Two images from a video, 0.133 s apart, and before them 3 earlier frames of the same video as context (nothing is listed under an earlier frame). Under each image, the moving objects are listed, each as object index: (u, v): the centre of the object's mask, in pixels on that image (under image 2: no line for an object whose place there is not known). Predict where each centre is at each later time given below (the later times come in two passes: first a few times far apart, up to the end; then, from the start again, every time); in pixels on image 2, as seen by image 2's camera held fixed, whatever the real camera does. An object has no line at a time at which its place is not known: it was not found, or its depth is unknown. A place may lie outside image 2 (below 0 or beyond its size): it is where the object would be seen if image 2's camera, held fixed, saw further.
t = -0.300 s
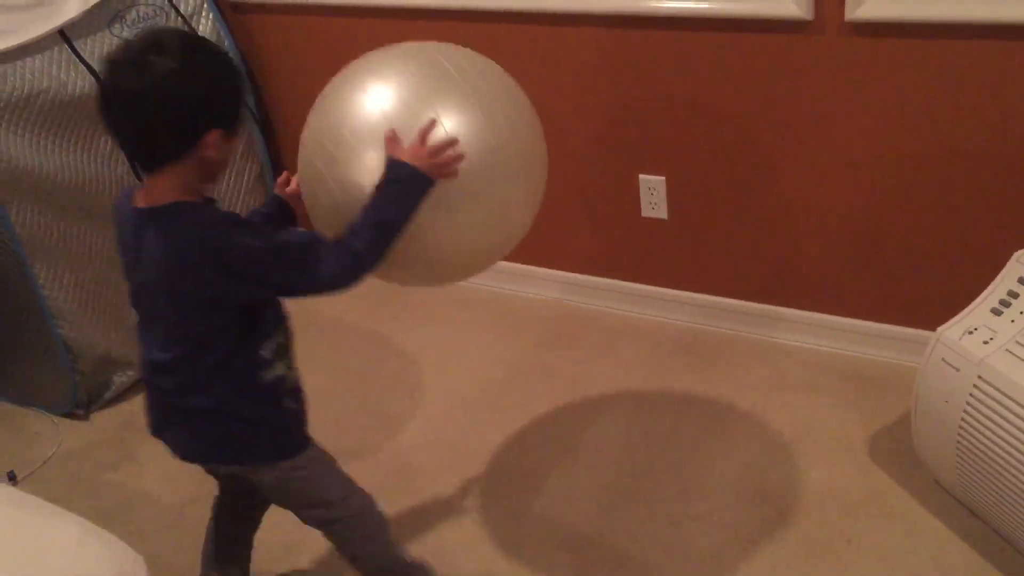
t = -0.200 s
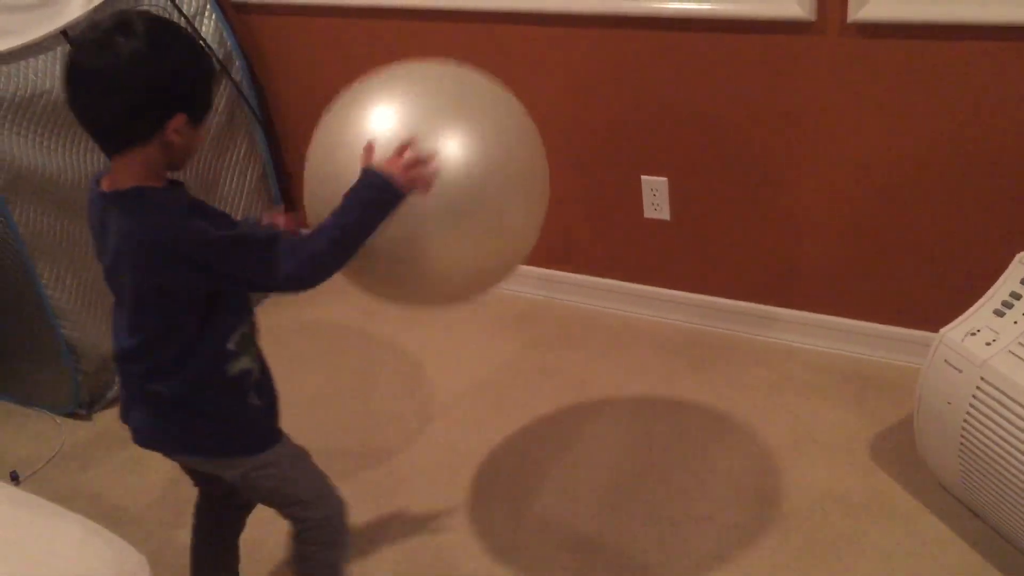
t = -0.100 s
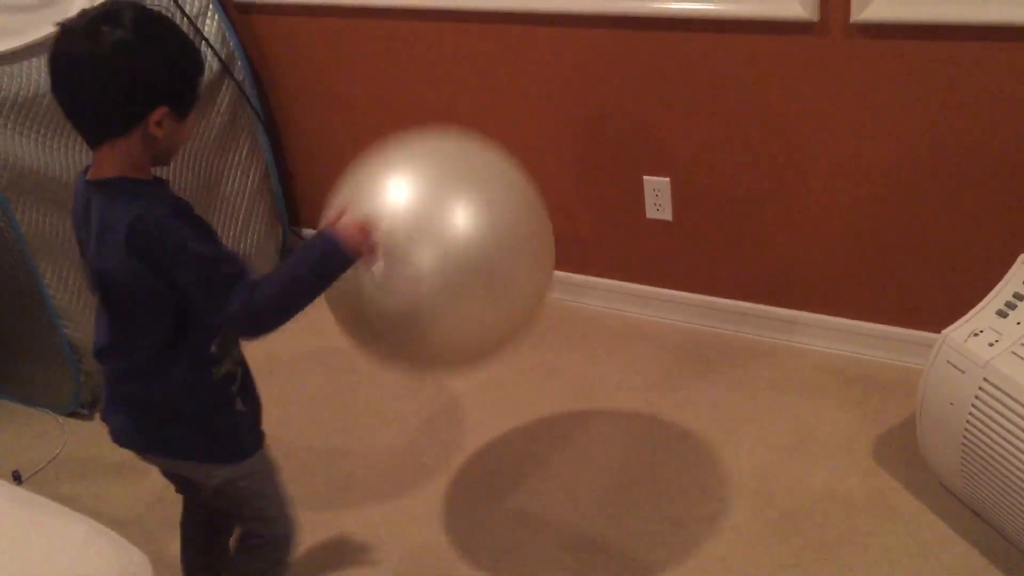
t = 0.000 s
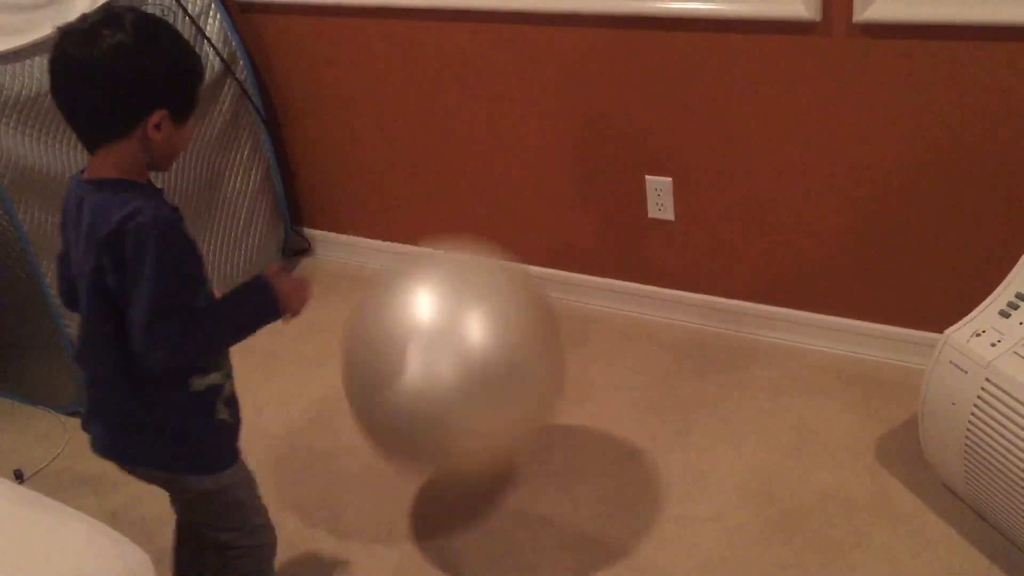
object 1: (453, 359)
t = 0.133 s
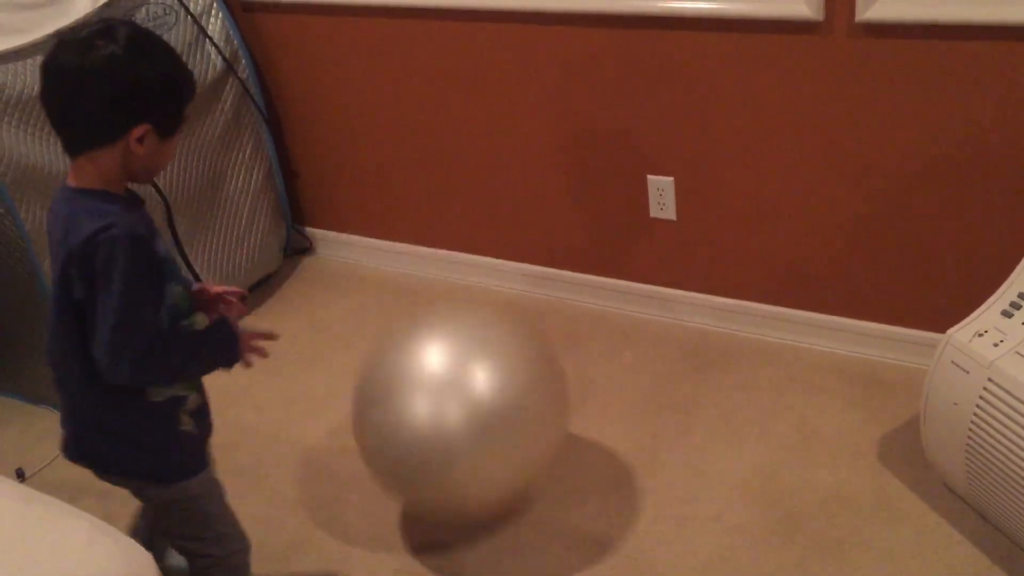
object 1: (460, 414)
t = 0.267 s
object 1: (442, 295)
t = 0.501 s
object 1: (439, 264)
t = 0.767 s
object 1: (478, 429)
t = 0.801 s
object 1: (477, 399)
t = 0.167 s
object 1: (454, 379)
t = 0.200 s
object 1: (450, 345)
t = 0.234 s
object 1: (446, 319)
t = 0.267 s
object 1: (442, 295)
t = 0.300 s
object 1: (439, 277)
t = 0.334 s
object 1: (436, 264)
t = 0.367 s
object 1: (436, 255)
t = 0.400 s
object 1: (435, 251)
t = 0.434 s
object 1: (436, 251)
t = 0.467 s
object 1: (437, 255)
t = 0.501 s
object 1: (439, 264)
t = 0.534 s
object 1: (442, 278)
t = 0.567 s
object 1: (447, 296)
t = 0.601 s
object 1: (452, 320)
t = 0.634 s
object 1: (458, 348)
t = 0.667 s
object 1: (464, 386)
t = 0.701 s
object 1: (472, 420)
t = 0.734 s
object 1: (478, 449)
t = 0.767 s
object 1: (478, 429)
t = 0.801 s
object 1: (477, 399)
